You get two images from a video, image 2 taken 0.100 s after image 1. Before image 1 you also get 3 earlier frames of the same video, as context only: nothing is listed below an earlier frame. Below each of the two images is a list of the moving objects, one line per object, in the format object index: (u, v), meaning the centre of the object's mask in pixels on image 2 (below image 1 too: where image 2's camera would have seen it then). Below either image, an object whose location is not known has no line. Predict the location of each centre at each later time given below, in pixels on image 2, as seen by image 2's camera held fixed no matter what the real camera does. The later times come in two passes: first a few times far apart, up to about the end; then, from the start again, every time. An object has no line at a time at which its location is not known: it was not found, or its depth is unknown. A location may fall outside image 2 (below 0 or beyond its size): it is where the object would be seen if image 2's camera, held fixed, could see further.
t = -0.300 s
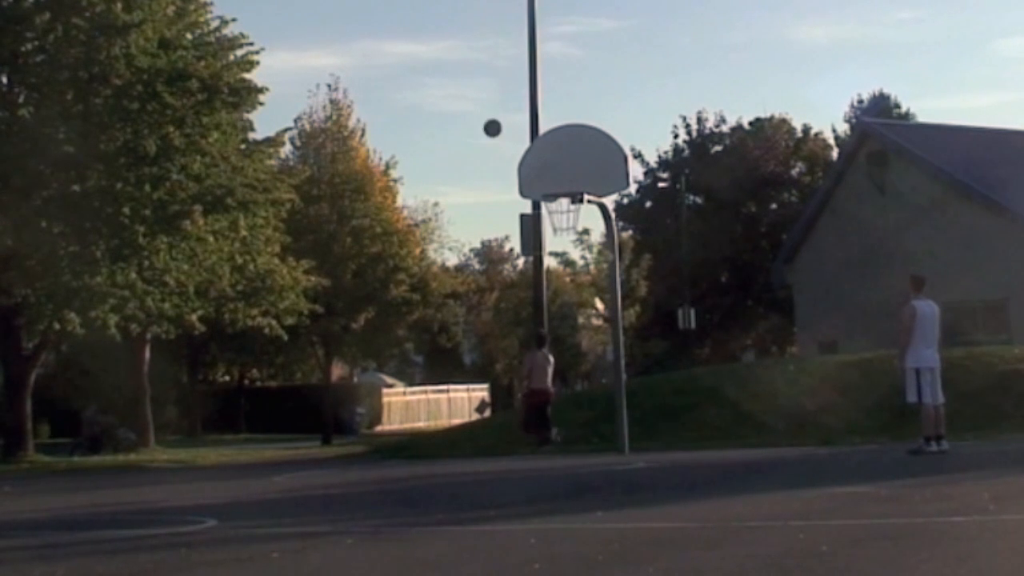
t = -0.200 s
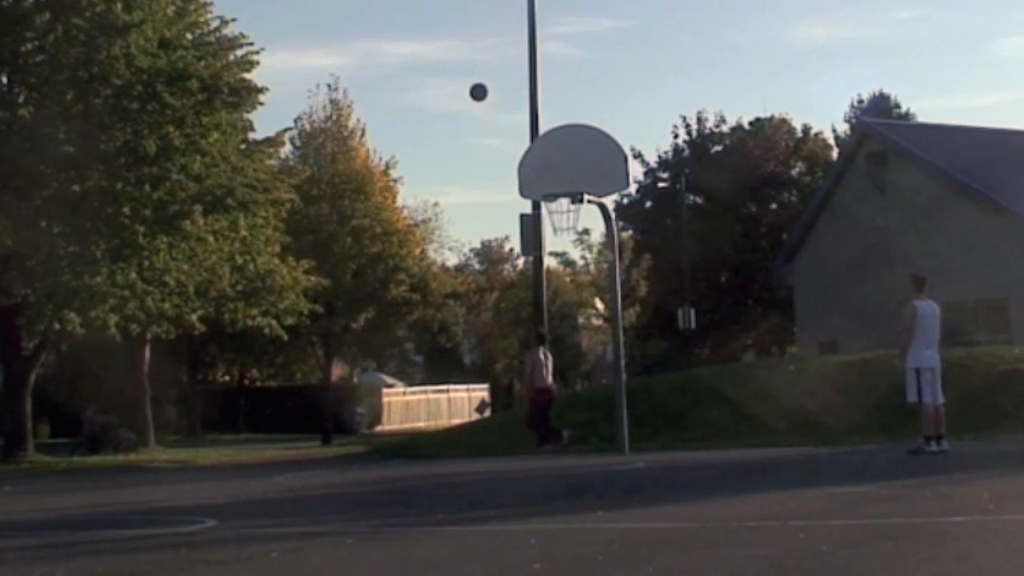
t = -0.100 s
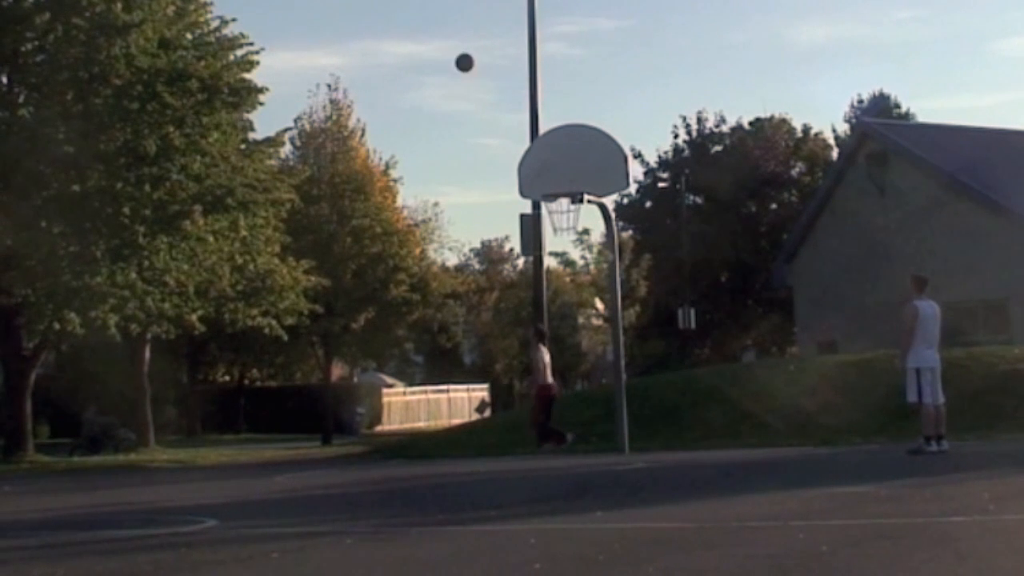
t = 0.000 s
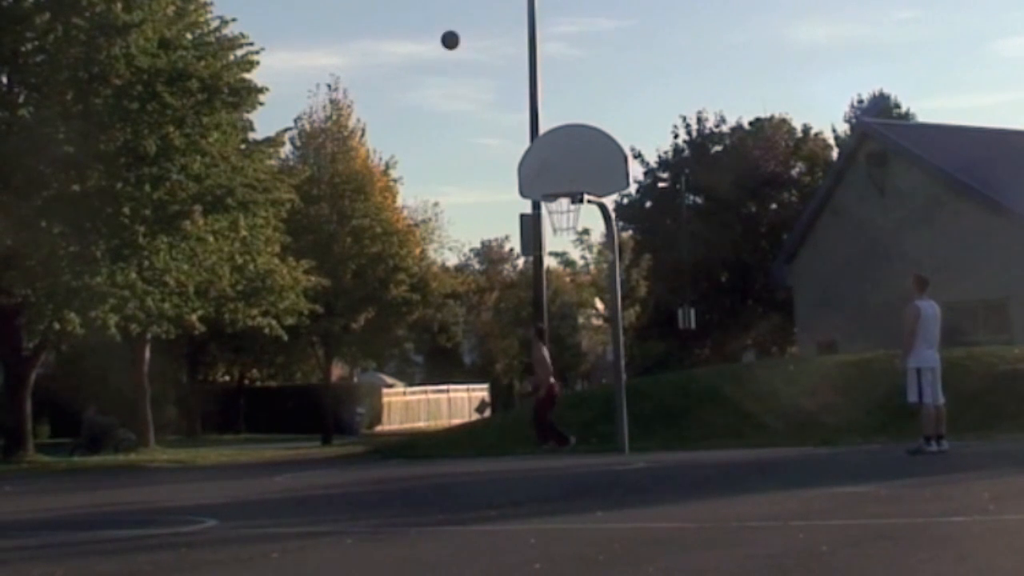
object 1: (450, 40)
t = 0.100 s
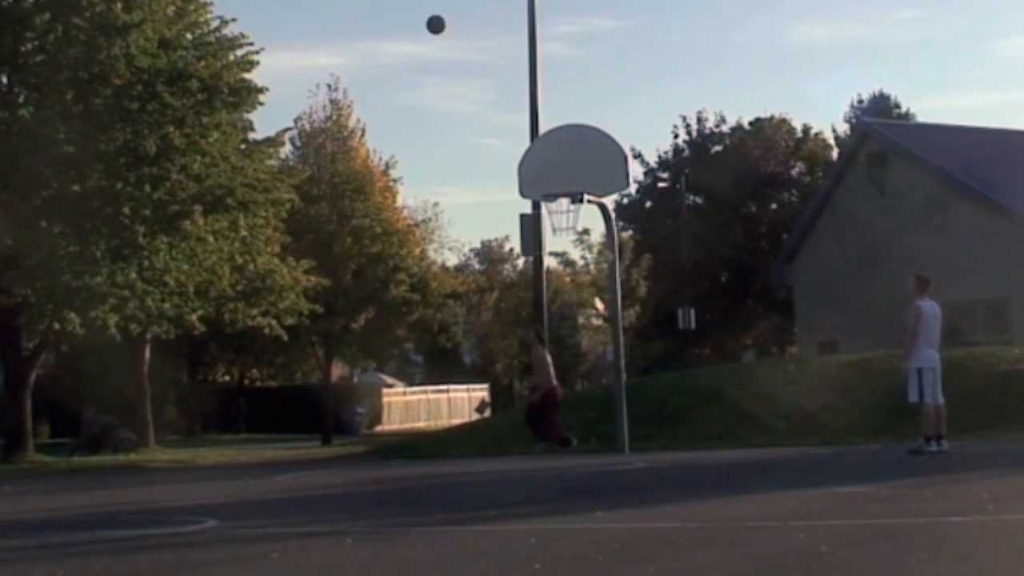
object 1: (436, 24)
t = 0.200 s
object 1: (421, 16)
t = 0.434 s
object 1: (386, 28)
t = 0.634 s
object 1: (355, 74)
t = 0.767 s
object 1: (332, 126)
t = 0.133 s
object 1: (431, 21)
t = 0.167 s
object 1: (425, 18)
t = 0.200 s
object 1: (421, 16)
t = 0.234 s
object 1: (416, 15)
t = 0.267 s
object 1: (411, 15)
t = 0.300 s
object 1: (406, 15)
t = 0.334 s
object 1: (401, 17)
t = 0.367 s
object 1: (396, 20)
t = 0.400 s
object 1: (391, 23)
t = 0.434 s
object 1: (386, 28)
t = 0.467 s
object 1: (381, 33)
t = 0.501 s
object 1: (376, 39)
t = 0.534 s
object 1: (371, 47)
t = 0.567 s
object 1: (365, 55)
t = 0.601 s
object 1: (360, 64)
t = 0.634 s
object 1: (355, 74)
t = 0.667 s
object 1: (350, 86)
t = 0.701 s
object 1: (344, 98)
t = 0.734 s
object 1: (339, 111)
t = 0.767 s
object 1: (332, 126)
